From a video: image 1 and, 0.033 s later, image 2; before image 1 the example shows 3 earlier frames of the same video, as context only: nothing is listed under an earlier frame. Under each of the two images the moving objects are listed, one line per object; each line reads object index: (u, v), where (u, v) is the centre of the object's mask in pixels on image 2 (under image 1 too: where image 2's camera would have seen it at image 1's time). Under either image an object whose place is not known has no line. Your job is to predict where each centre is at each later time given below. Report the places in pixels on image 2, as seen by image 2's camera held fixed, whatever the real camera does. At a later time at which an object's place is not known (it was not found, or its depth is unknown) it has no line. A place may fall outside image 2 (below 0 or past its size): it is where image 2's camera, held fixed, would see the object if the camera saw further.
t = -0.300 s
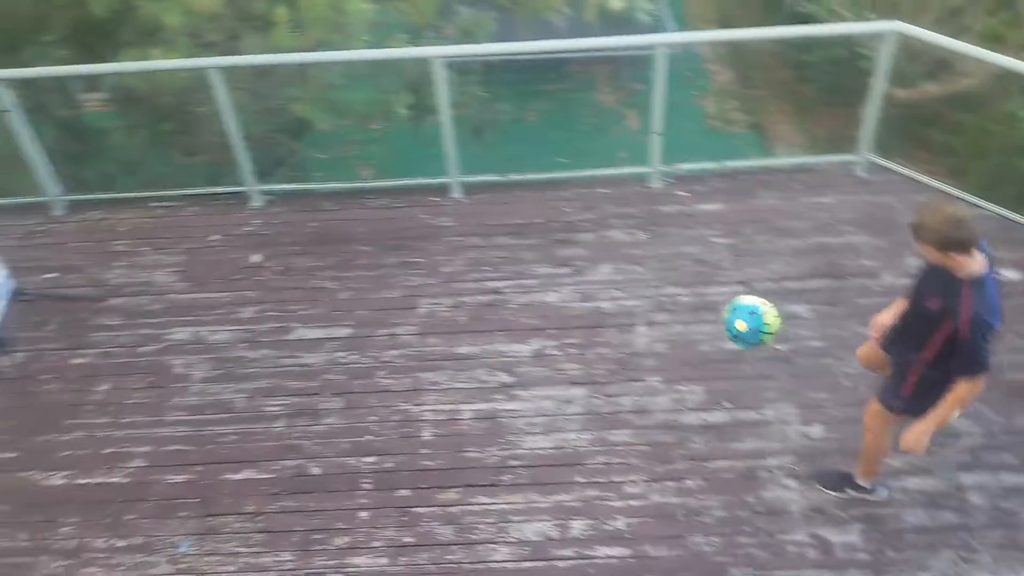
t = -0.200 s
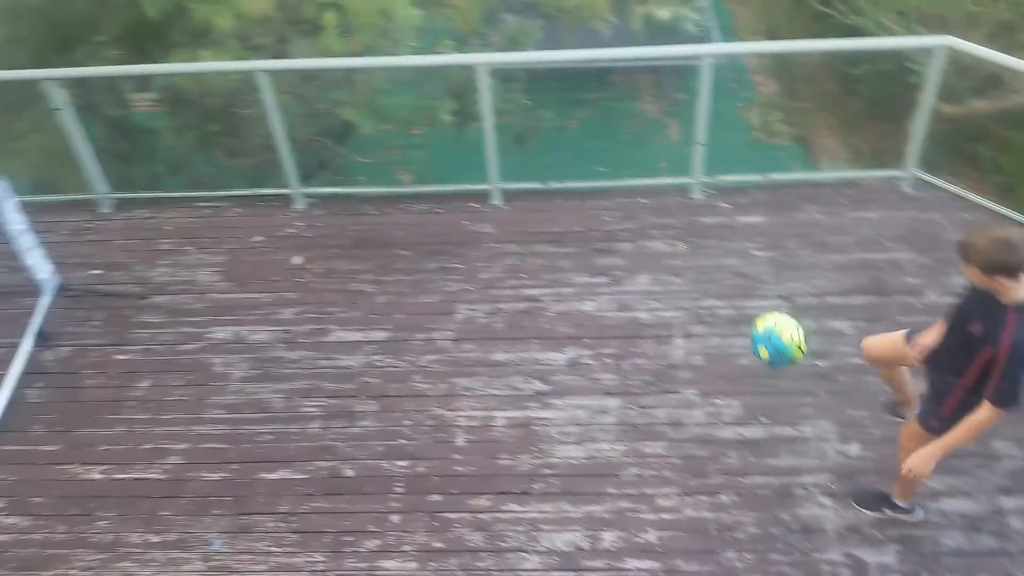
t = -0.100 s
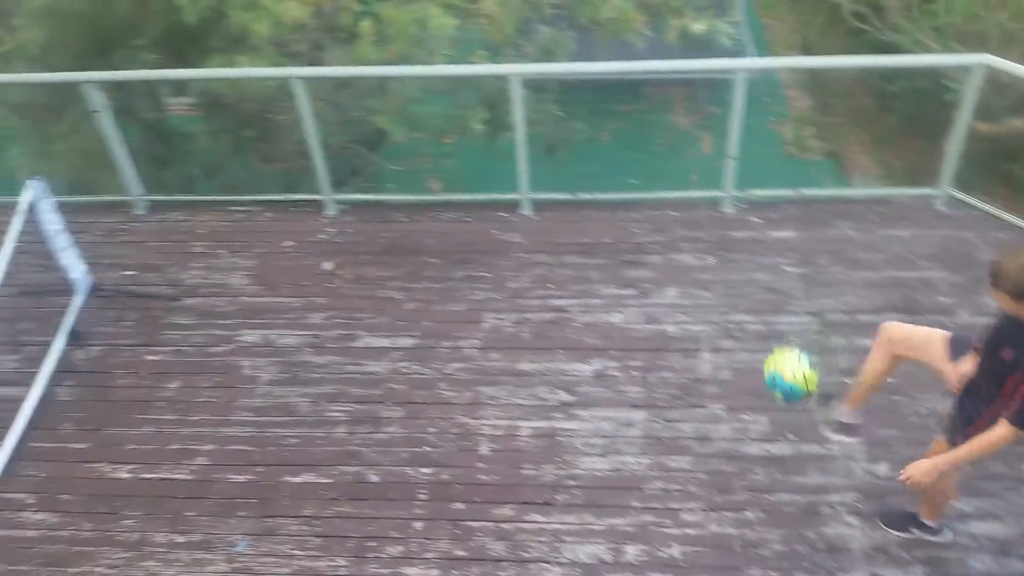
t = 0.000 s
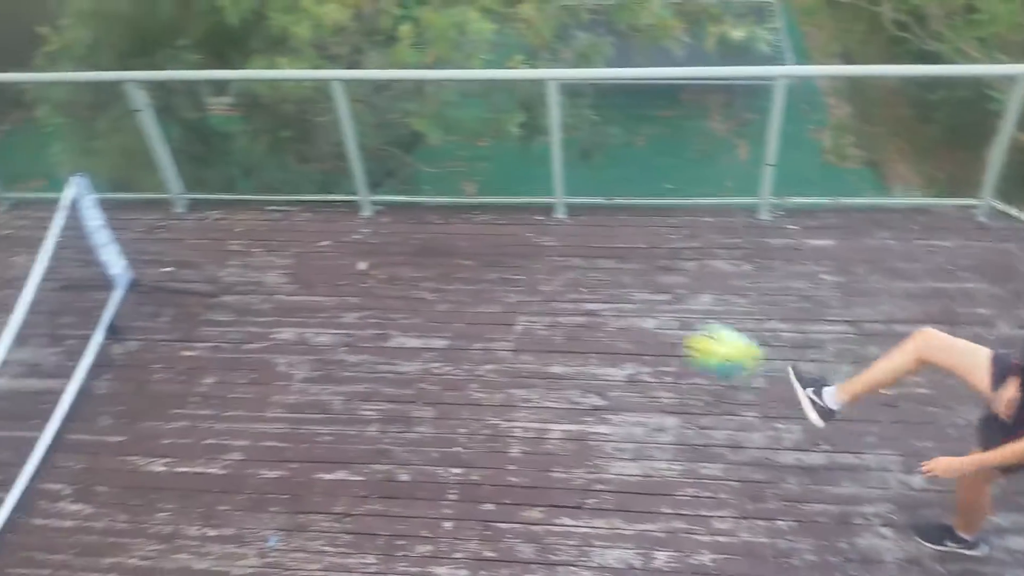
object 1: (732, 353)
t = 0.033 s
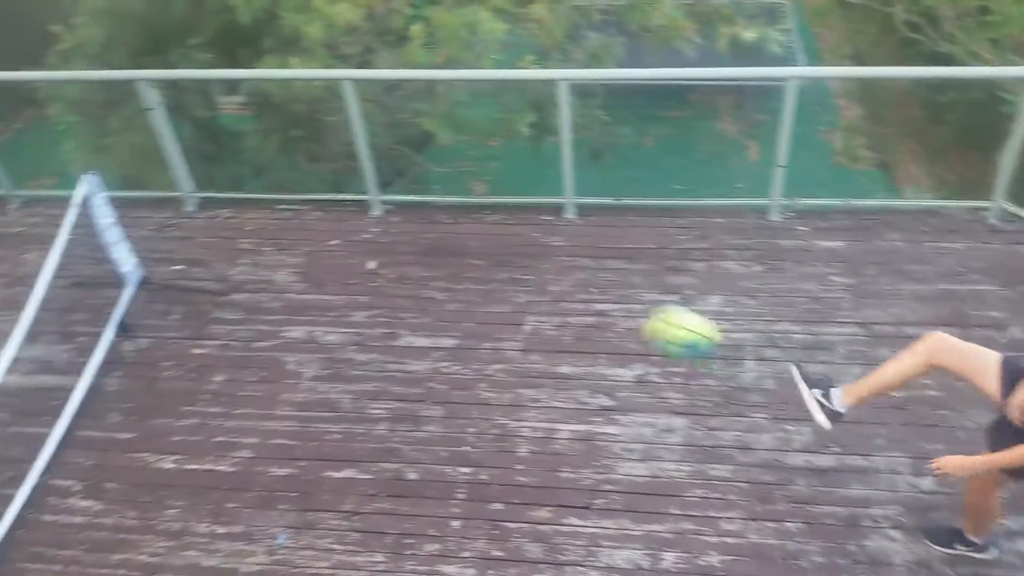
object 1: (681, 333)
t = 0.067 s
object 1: (631, 315)
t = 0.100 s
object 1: (581, 299)
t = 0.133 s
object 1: (531, 285)
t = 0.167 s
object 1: (481, 272)
